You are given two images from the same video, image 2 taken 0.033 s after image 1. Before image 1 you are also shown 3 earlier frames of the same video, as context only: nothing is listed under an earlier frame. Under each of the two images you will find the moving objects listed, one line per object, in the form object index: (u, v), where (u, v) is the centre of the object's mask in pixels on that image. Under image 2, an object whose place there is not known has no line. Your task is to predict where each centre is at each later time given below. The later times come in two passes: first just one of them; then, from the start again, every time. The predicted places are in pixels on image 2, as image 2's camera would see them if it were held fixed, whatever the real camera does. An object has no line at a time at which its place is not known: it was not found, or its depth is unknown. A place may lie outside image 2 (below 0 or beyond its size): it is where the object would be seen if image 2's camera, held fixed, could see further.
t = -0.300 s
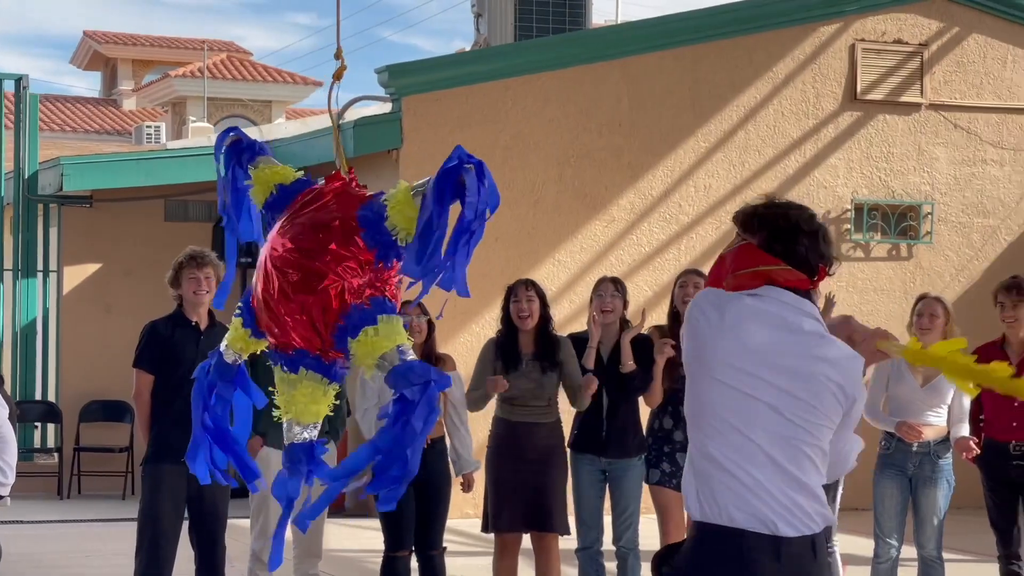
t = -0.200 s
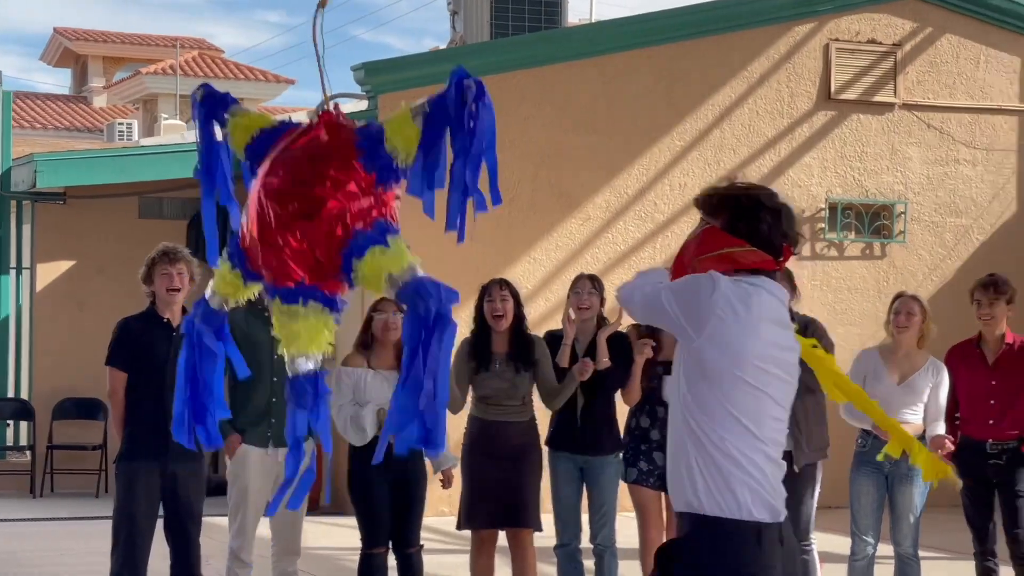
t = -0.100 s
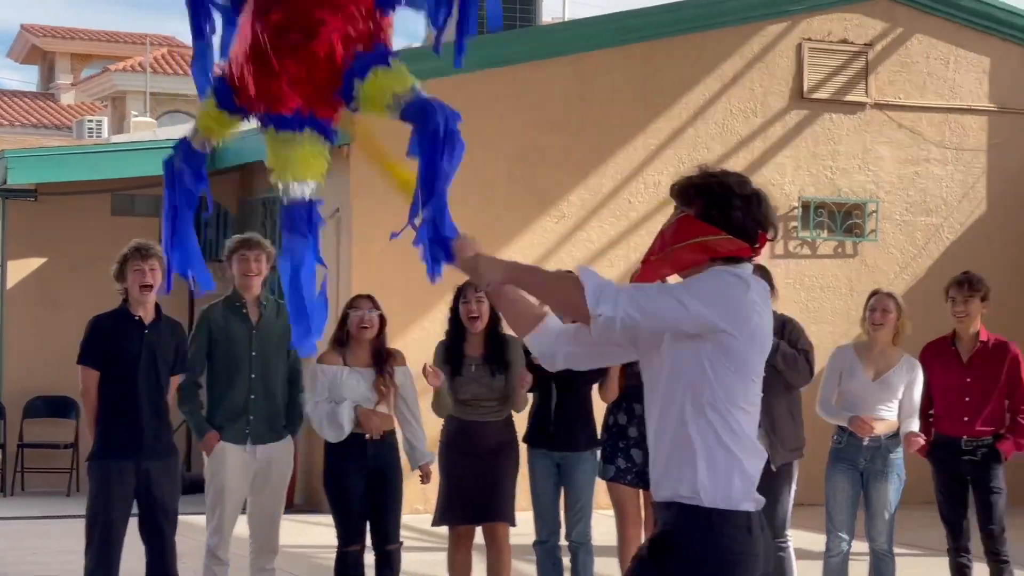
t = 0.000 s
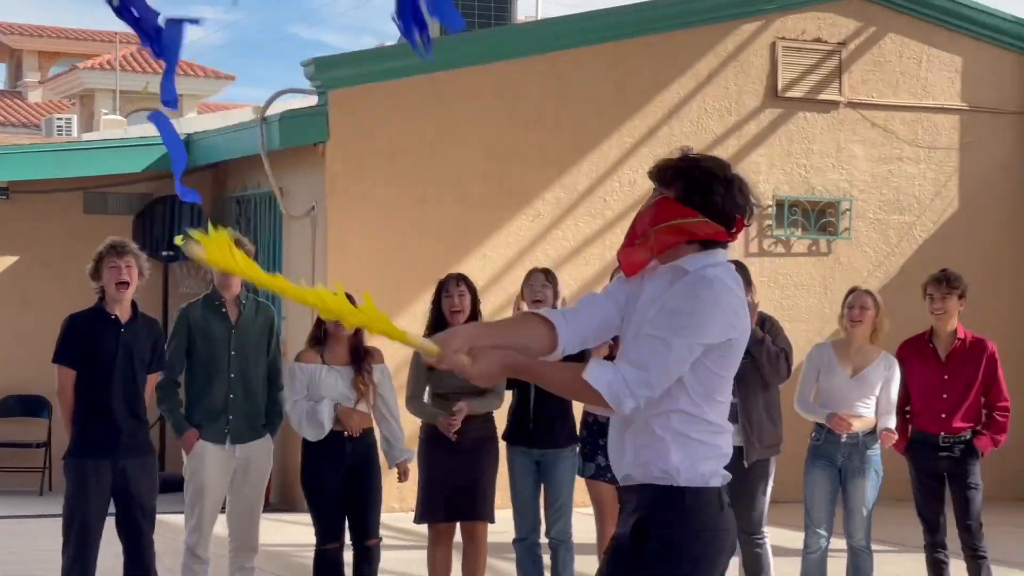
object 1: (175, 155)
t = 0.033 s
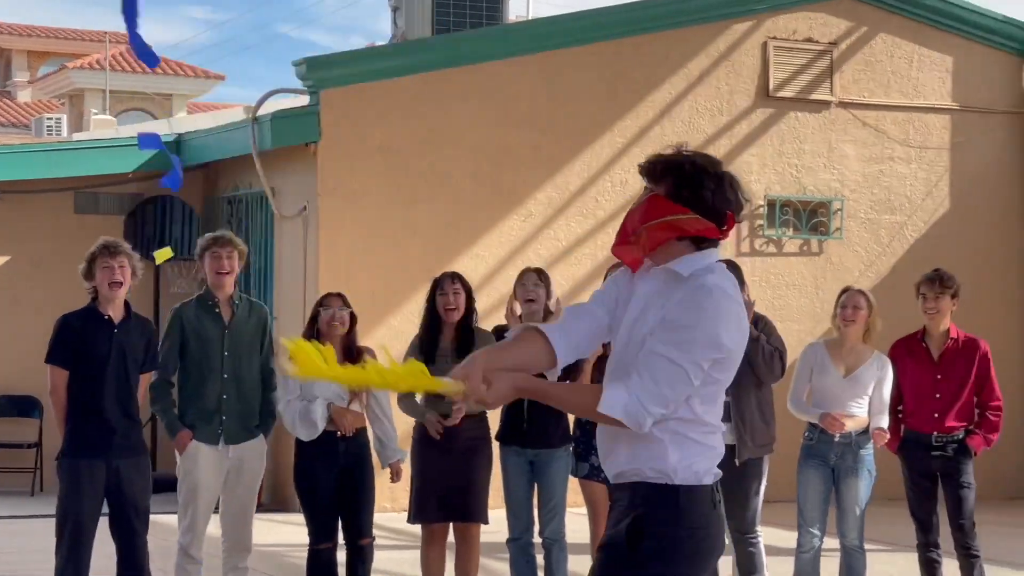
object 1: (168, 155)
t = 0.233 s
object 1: (234, 159)
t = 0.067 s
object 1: (173, 173)
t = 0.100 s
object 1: (192, 175)
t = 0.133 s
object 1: (210, 172)
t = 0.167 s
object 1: (223, 173)
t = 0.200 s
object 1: (233, 169)
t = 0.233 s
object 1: (234, 159)
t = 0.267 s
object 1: (236, 160)
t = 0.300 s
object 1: (238, 165)
